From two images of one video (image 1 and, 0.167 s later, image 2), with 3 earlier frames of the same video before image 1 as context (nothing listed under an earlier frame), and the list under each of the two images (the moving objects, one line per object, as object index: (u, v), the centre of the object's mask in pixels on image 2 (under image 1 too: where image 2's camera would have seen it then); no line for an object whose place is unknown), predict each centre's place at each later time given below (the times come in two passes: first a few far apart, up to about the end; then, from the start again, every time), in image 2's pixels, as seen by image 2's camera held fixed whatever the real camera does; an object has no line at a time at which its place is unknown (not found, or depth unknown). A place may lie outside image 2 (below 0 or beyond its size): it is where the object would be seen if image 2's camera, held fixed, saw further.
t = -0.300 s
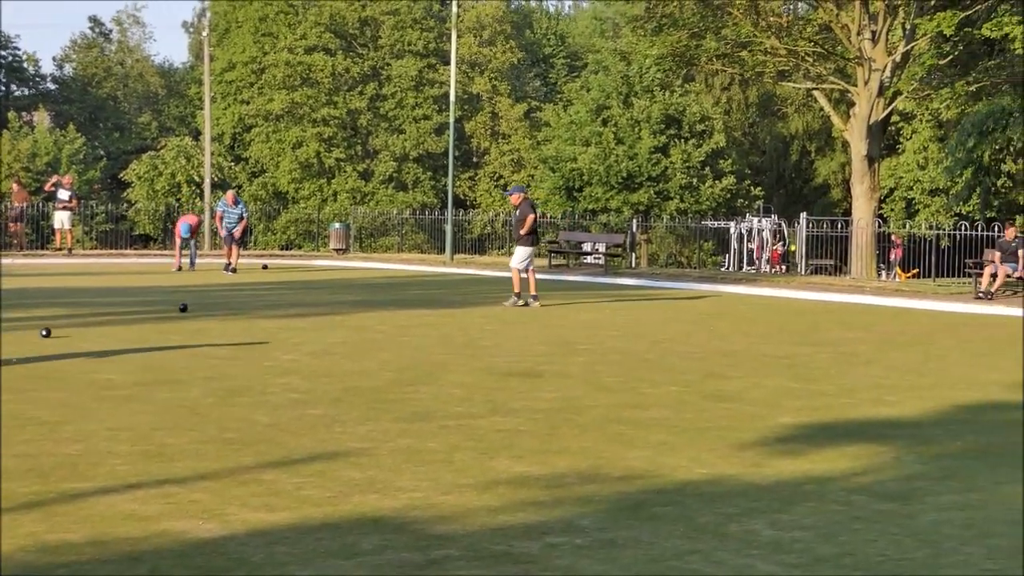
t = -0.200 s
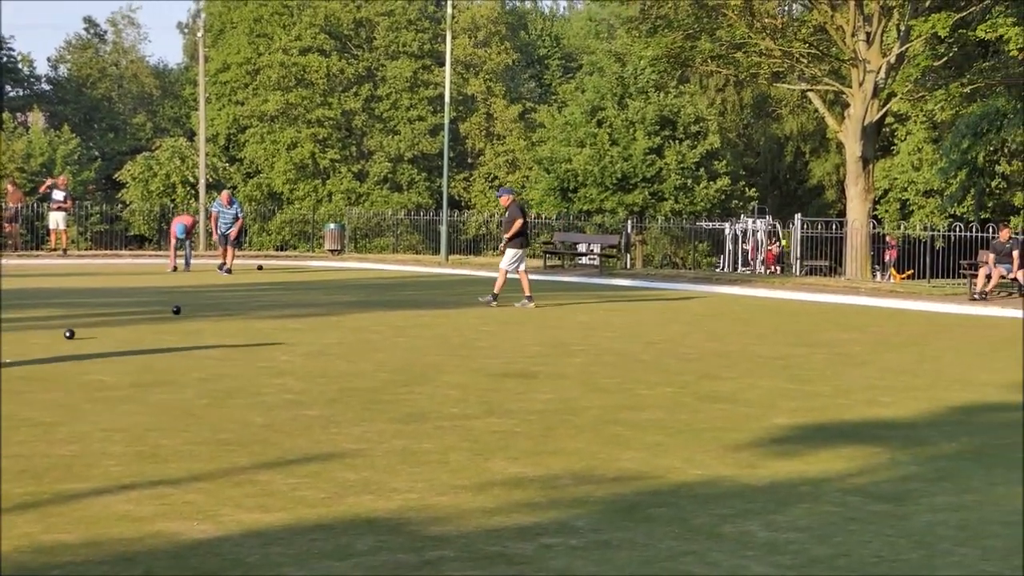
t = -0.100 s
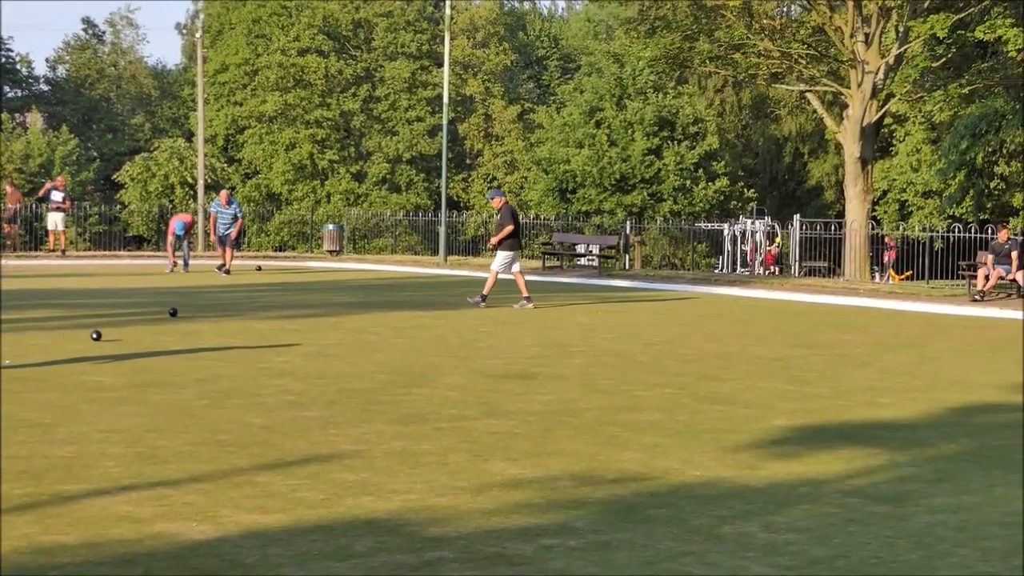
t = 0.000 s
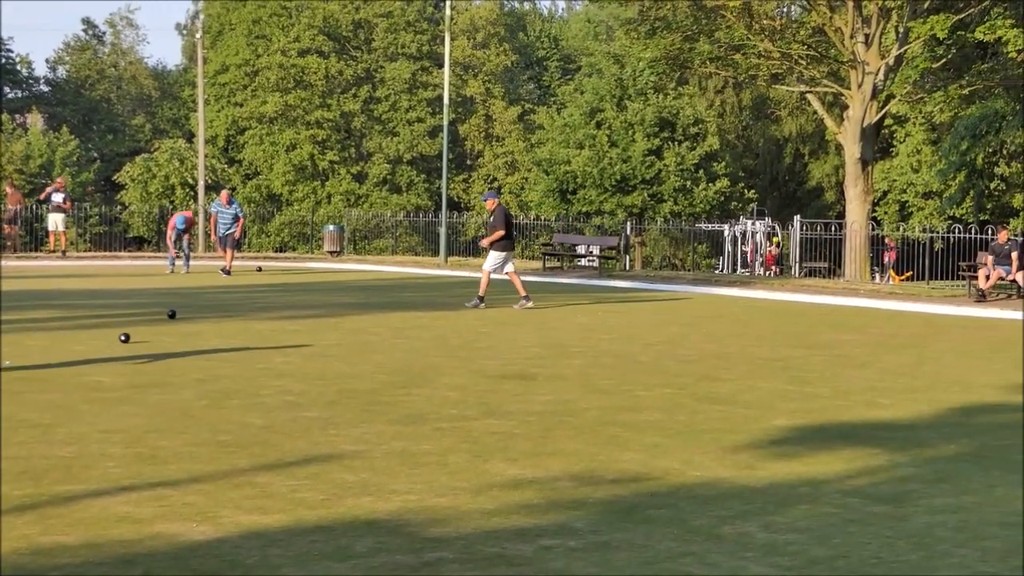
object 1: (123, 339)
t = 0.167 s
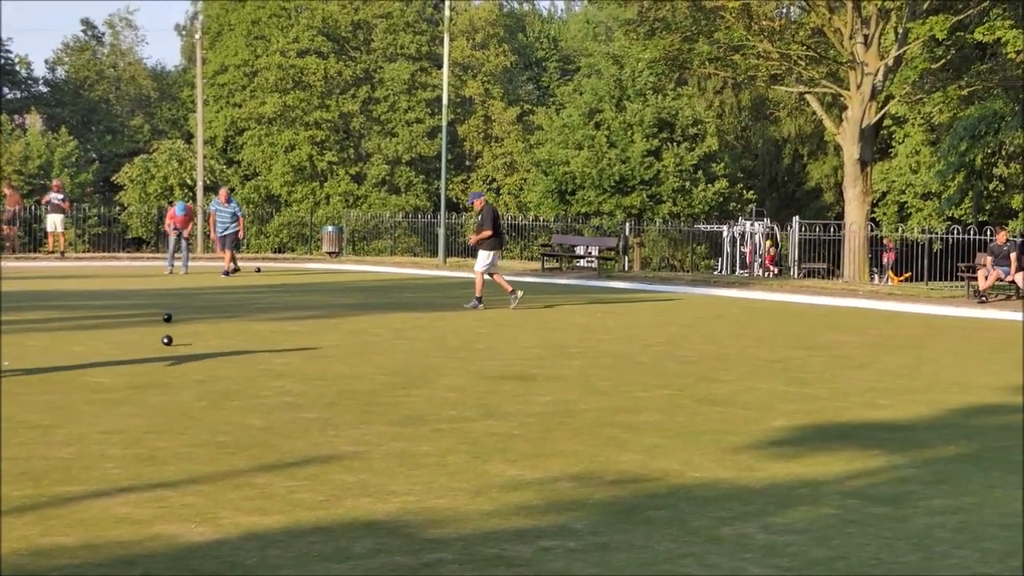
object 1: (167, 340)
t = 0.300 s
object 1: (205, 342)
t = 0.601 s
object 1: (284, 346)
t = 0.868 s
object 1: (352, 348)
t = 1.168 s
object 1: (428, 352)
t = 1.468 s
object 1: (502, 355)
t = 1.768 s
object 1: (573, 358)
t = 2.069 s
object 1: (642, 361)
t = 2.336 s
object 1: (704, 364)
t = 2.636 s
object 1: (770, 367)
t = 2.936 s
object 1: (834, 370)
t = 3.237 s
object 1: (896, 373)
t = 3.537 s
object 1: (959, 377)
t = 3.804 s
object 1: (1012, 381)
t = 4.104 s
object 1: (1075, 385)
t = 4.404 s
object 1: (1137, 390)
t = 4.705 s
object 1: (1199, 394)
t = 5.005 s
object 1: (1260, 398)
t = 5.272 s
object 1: (1315, 401)
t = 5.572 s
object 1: (1377, 407)
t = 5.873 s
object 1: (1439, 411)
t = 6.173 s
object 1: (1501, 416)
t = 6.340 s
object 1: (1534, 419)
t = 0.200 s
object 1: (178, 340)
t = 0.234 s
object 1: (188, 341)
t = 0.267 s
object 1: (194, 341)
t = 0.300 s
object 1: (205, 342)
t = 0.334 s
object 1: (215, 342)
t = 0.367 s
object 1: (221, 343)
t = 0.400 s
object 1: (231, 343)
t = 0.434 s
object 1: (242, 344)
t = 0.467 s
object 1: (247, 344)
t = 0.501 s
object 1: (258, 344)
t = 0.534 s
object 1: (269, 345)
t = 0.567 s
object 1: (274, 345)
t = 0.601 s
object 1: (284, 346)
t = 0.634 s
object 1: (295, 346)
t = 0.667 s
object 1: (300, 346)
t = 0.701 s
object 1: (310, 346)
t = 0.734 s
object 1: (321, 347)
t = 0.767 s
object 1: (326, 347)
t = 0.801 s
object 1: (336, 348)
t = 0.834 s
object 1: (346, 348)
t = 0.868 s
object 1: (352, 348)
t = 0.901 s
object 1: (361, 349)
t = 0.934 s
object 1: (372, 349)
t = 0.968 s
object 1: (377, 350)
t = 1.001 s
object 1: (387, 350)
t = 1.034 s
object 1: (398, 350)
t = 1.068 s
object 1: (402, 351)
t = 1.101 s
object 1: (412, 351)
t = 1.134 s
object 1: (423, 352)
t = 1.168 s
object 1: (428, 352)
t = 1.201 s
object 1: (438, 353)
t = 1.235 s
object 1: (448, 353)
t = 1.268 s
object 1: (453, 353)
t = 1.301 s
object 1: (463, 354)
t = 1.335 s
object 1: (473, 354)
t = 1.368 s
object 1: (477, 354)
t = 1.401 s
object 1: (488, 355)
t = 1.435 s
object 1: (497, 355)
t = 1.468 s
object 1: (502, 355)
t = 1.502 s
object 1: (512, 356)
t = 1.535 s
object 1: (521, 356)
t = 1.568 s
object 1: (526, 356)
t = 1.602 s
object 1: (535, 357)
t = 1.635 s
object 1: (545, 357)
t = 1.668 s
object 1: (549, 357)
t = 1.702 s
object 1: (559, 358)
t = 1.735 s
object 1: (568, 358)
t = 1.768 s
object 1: (573, 358)
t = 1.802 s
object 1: (582, 359)
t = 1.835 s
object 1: (592, 359)
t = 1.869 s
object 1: (596, 359)
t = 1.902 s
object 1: (606, 359)
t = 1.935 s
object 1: (615, 360)
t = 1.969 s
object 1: (619, 360)
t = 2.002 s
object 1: (628, 361)
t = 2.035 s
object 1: (638, 361)
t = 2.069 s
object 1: (642, 361)
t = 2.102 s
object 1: (651, 362)
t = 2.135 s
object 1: (660, 362)
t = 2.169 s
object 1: (664, 362)
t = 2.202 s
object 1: (673, 363)
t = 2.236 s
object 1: (682, 363)
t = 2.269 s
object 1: (687, 363)
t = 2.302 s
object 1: (695, 364)
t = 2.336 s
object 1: (704, 364)
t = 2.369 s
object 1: (709, 364)
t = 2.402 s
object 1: (718, 365)
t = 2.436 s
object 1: (727, 365)
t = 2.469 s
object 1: (731, 365)
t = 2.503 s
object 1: (739, 366)
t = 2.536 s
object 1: (748, 366)
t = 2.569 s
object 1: (753, 367)
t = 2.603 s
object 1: (761, 367)
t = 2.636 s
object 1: (770, 367)
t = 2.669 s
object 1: (775, 367)
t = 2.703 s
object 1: (783, 367)
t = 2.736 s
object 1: (792, 368)
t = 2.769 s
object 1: (796, 368)
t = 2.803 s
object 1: (805, 369)
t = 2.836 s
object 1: (813, 369)
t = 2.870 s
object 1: (817, 369)
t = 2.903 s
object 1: (826, 369)
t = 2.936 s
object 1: (834, 370)
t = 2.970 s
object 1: (839, 370)
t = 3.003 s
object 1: (847, 371)
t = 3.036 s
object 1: (855, 371)
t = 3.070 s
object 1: (859, 371)
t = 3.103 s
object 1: (868, 371)
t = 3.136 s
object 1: (876, 372)
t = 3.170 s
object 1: (880, 372)
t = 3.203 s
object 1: (888, 372)
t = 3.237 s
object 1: (896, 373)
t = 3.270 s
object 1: (900, 373)
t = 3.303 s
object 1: (909, 374)
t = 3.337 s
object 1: (917, 374)
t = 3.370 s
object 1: (921, 374)
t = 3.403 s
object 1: (929, 375)
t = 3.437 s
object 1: (938, 375)
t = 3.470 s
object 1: (942, 376)
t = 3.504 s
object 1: (951, 377)
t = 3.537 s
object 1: (959, 377)
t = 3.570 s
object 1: (967, 377)
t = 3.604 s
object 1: (971, 378)
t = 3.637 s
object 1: (979, 378)
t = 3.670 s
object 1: (988, 379)
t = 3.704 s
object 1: (993, 379)
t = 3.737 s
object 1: (1000, 380)
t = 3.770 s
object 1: (1008, 380)
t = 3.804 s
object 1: (1012, 381)
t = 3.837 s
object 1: (1020, 382)
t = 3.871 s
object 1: (1029, 382)
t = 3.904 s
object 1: (1034, 382)
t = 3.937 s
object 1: (1042, 383)
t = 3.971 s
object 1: (1050, 383)
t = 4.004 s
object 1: (1054, 384)
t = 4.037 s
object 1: (1063, 384)
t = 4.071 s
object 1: (1071, 385)
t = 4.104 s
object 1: (1075, 385)
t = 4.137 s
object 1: (1083, 386)
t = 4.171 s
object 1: (1092, 386)
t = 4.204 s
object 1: (1096, 387)
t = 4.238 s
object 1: (1104, 387)
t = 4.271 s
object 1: (1112, 388)
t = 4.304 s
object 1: (1116, 388)
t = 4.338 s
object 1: (1125, 389)
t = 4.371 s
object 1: (1133, 389)
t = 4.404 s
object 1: (1137, 390)
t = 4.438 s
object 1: (1146, 390)
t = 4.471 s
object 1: (1154, 391)
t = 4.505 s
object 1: (1158, 391)
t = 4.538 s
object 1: (1167, 392)
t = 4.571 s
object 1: (1174, 392)
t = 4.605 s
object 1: (1178, 392)
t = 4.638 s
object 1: (1187, 393)
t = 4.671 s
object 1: (1195, 394)
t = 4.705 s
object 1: (1199, 394)
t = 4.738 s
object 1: (1207, 394)
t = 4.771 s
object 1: (1215, 395)
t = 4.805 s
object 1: (1219, 395)
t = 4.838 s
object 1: (1228, 395)
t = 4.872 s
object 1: (1236, 396)
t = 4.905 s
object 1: (1239, 396)
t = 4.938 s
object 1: (1247, 397)
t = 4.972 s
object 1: (1256, 398)
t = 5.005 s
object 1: (1260, 398)
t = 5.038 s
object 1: (1268, 399)
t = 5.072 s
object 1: (1275, 399)
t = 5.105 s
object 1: (1280, 400)
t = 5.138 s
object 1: (1288, 400)
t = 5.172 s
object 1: (1296, 401)
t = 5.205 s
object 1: (1300, 401)
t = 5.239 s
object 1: (1307, 401)
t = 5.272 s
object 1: (1315, 401)
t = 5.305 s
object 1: (1320, 402)
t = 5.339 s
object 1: (1328, 402)
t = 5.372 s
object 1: (1336, 403)
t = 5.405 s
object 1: (1340, 404)
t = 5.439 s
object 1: (1349, 405)
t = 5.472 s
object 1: (1357, 405)
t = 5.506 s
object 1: (1361, 406)
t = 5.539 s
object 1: (1369, 406)
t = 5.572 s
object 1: (1377, 407)
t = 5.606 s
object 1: (1381, 408)
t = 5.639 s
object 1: (1389, 408)
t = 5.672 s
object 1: (1396, 409)
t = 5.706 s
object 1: (1400, 409)
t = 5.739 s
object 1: (1409, 409)
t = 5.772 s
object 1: (1417, 410)
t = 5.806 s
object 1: (1420, 411)
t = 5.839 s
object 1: (1429, 411)
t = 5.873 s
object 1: (1439, 411)
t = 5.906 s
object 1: (1443, 412)
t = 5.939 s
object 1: (1452, 413)
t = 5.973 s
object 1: (1459, 413)
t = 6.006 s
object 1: (1464, 413)
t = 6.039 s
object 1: (1472, 414)
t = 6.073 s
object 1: (1480, 415)
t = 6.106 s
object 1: (1484, 415)
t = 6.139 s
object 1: (1493, 416)
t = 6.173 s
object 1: (1501, 416)
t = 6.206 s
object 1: (1505, 417)
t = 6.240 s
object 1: (1513, 417)
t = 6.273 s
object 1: (1522, 418)
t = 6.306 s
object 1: (1526, 418)
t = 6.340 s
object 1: (1534, 419)
